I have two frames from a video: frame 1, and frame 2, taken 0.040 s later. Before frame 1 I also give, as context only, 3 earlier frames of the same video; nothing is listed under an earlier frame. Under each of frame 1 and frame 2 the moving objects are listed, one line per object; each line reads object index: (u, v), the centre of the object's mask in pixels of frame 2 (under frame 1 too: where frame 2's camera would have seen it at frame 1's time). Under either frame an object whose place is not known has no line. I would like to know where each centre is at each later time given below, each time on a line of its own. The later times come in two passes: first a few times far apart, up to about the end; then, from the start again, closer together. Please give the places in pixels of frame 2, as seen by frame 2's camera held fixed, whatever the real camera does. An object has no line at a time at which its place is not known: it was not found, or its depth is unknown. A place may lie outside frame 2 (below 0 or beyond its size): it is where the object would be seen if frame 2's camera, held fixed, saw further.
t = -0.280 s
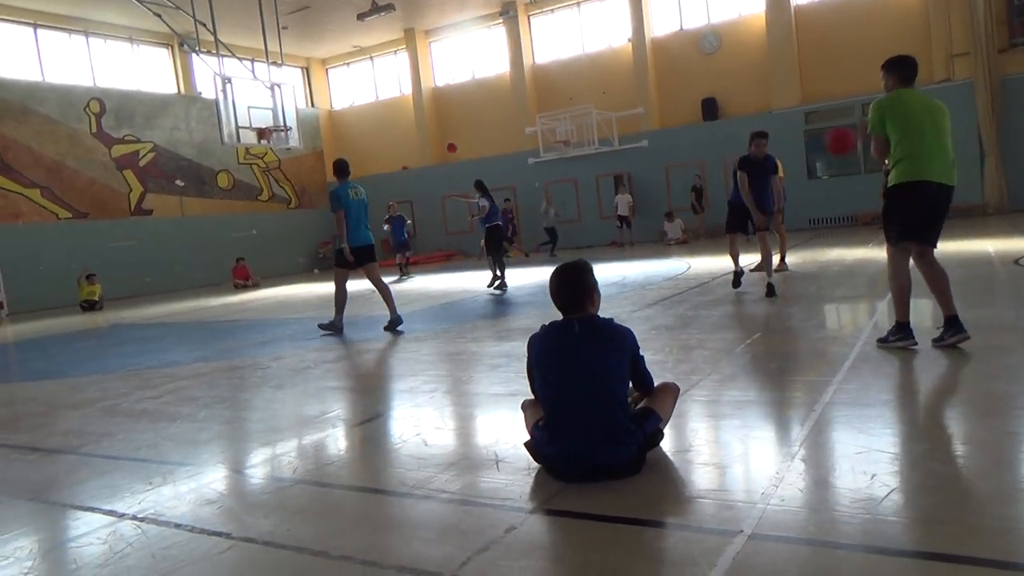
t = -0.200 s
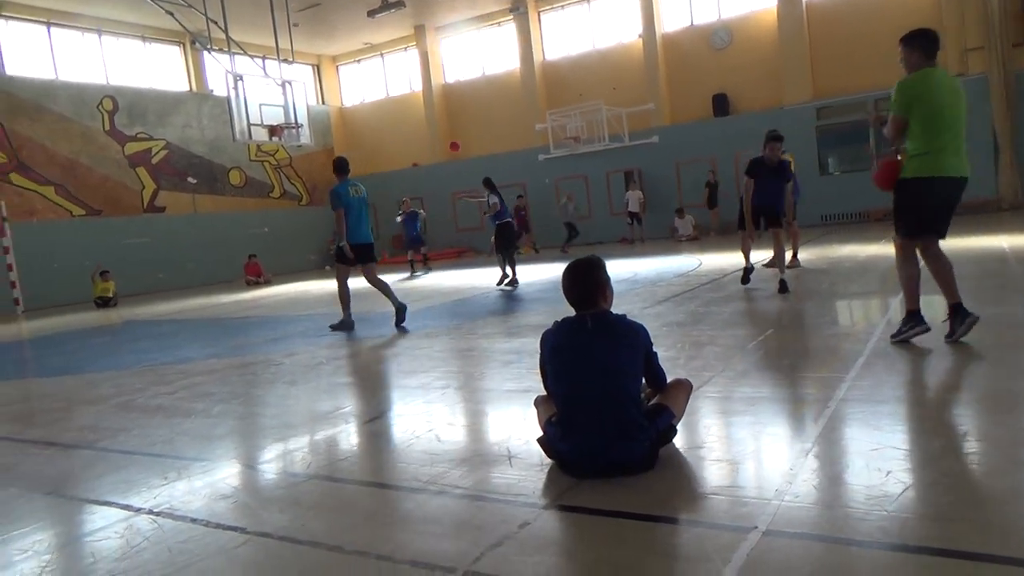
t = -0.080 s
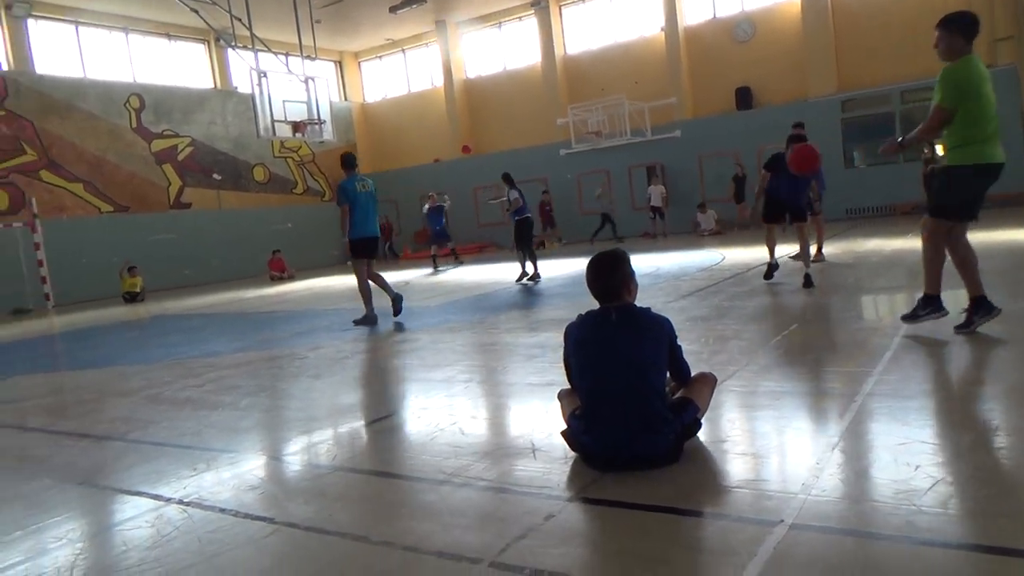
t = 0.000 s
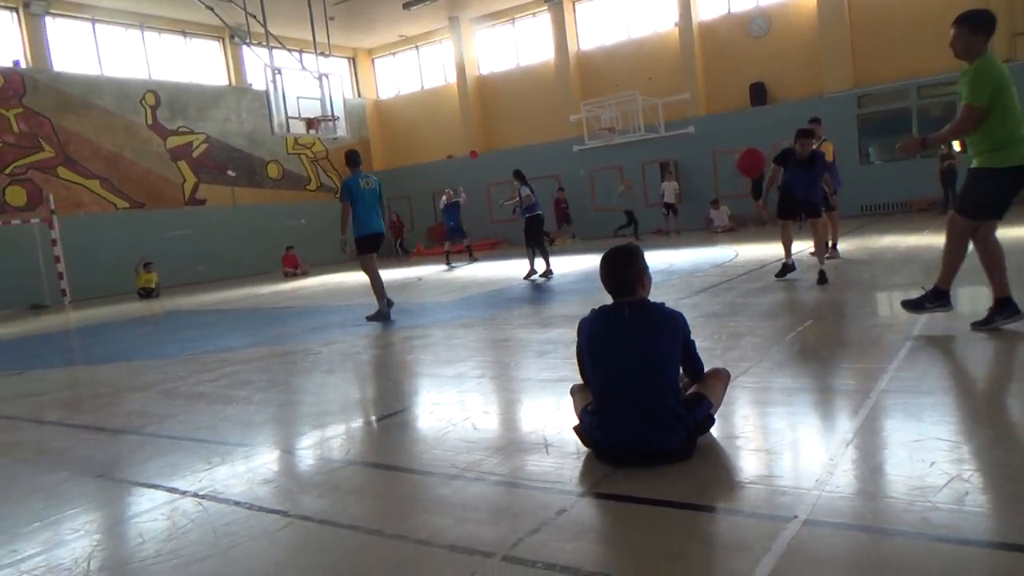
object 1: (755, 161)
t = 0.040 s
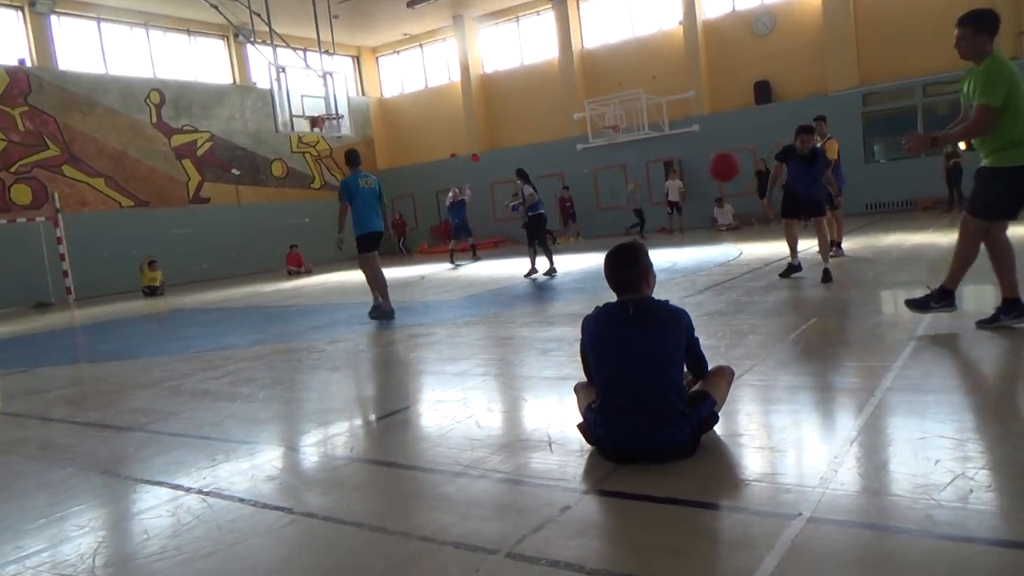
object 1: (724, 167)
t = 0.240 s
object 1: (585, 231)
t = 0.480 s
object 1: (466, 313)
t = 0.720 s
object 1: (388, 270)
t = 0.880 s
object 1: (348, 280)
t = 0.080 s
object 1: (693, 176)
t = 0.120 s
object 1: (665, 187)
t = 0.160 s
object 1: (637, 200)
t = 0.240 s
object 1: (585, 231)
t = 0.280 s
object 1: (562, 249)
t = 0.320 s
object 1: (540, 269)
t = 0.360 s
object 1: (518, 289)
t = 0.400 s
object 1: (498, 312)
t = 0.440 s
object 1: (481, 327)
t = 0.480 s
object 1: (466, 313)
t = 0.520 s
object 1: (451, 300)
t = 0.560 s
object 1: (438, 291)
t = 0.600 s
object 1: (424, 282)
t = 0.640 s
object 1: (413, 276)
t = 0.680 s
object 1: (399, 272)
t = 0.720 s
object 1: (388, 270)
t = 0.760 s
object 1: (378, 269)
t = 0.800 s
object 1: (367, 271)
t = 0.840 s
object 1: (357, 274)
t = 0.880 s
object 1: (348, 280)
